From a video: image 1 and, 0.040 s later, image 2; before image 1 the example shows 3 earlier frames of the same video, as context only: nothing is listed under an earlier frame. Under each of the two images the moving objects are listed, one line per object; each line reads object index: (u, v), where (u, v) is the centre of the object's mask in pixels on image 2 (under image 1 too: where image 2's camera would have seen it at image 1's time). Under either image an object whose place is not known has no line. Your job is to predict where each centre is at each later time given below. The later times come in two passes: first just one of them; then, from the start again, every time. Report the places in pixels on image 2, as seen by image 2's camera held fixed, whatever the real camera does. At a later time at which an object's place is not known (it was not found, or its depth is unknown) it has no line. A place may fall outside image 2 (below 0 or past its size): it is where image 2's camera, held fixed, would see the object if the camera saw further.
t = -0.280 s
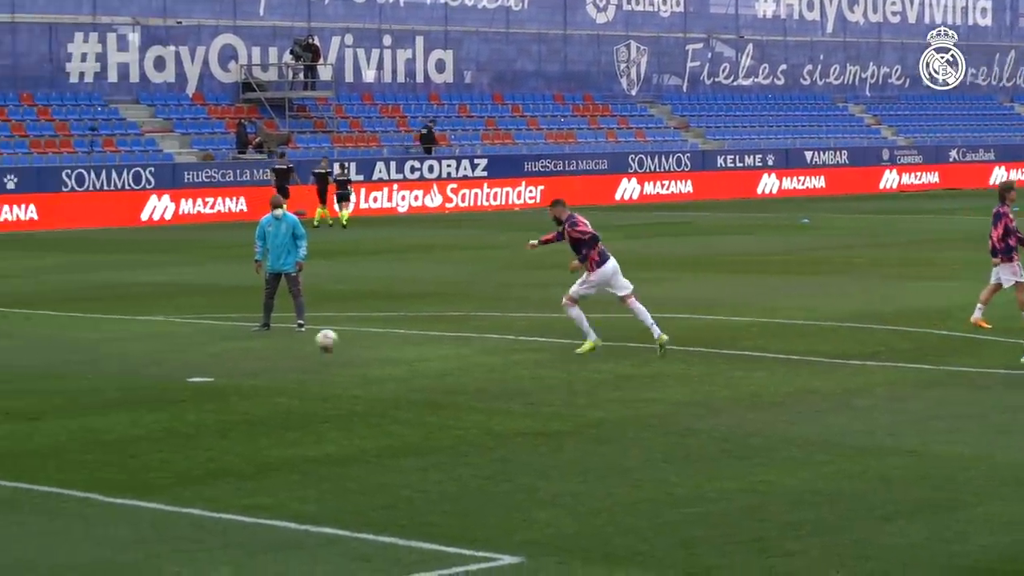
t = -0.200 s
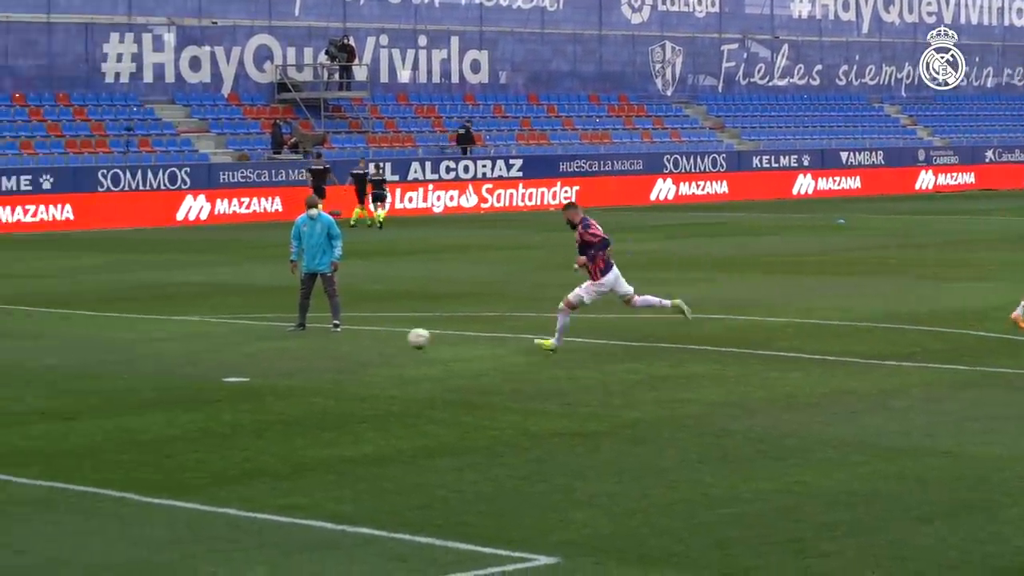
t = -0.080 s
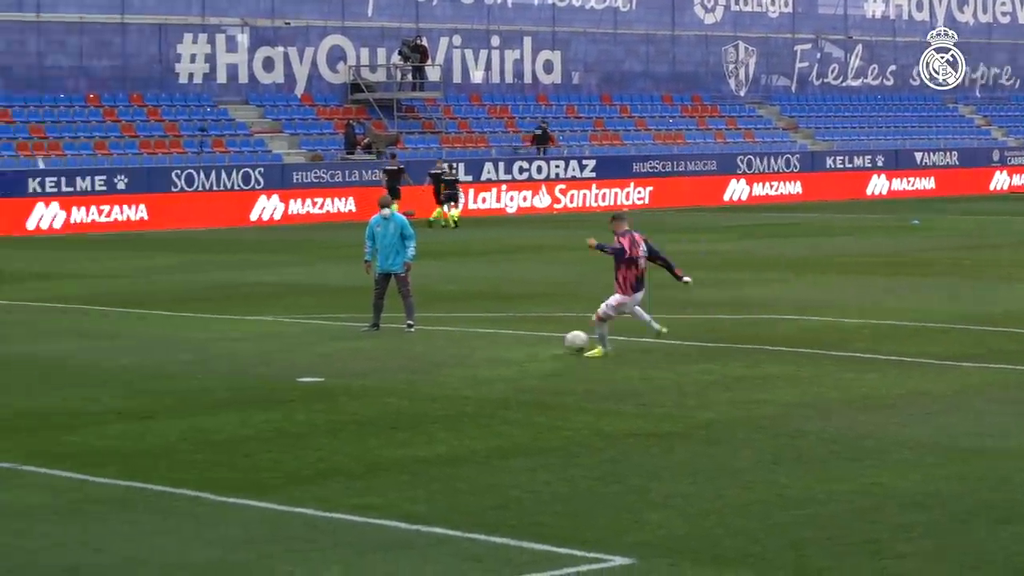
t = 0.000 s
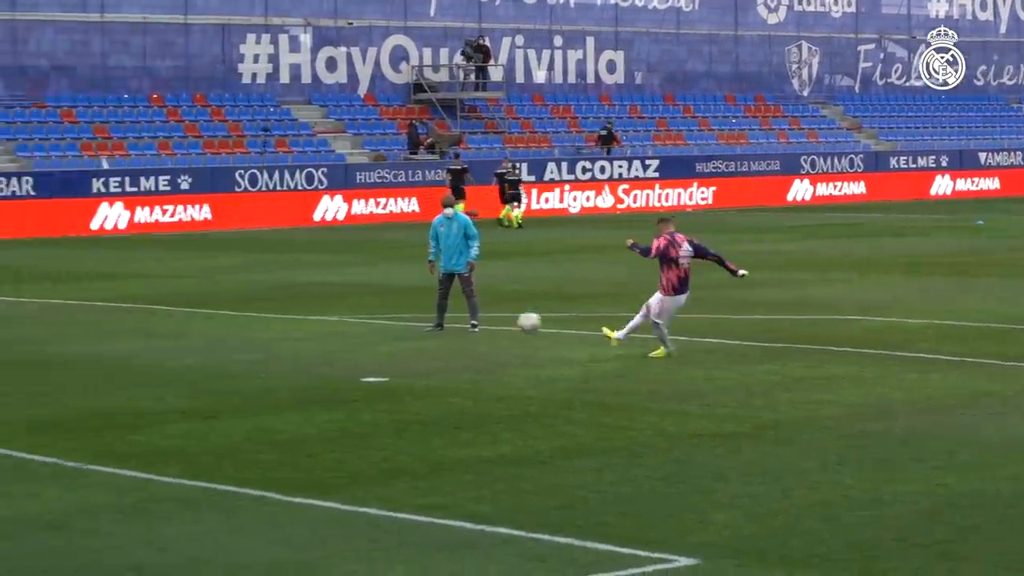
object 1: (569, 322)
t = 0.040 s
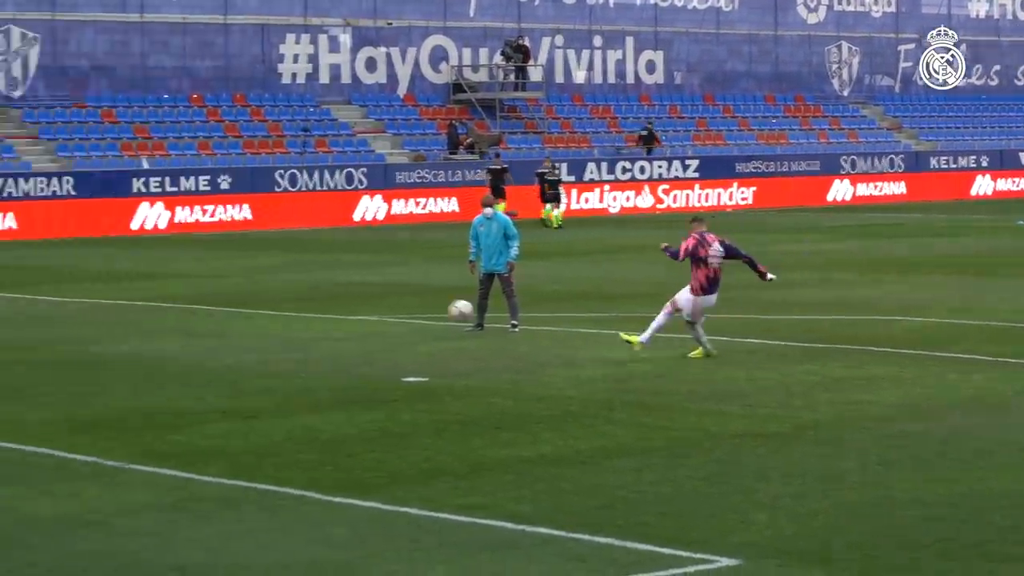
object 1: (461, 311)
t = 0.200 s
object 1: (9, 267)
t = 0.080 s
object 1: (352, 298)
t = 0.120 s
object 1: (241, 286)
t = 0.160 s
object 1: (127, 276)
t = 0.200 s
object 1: (9, 267)
